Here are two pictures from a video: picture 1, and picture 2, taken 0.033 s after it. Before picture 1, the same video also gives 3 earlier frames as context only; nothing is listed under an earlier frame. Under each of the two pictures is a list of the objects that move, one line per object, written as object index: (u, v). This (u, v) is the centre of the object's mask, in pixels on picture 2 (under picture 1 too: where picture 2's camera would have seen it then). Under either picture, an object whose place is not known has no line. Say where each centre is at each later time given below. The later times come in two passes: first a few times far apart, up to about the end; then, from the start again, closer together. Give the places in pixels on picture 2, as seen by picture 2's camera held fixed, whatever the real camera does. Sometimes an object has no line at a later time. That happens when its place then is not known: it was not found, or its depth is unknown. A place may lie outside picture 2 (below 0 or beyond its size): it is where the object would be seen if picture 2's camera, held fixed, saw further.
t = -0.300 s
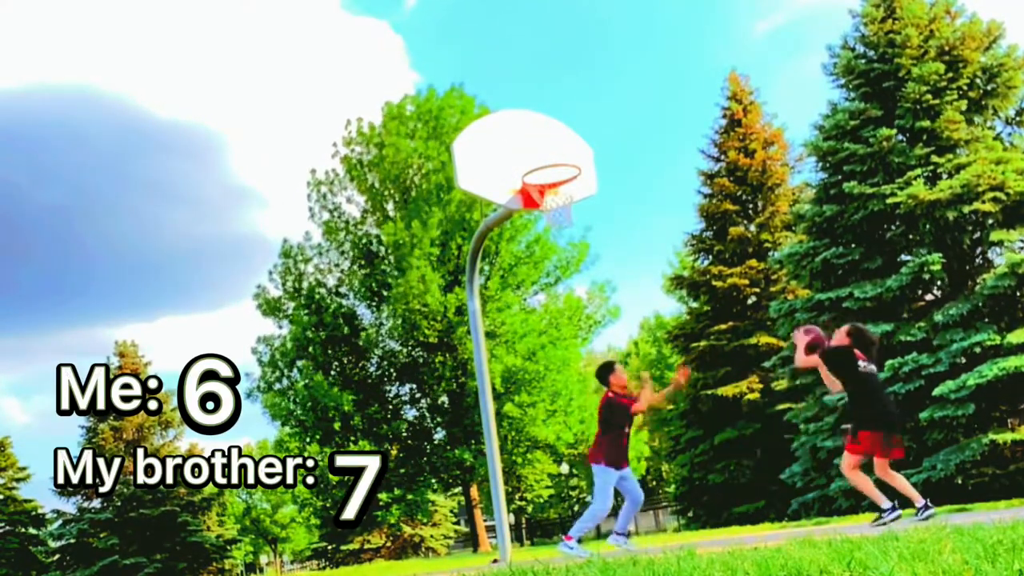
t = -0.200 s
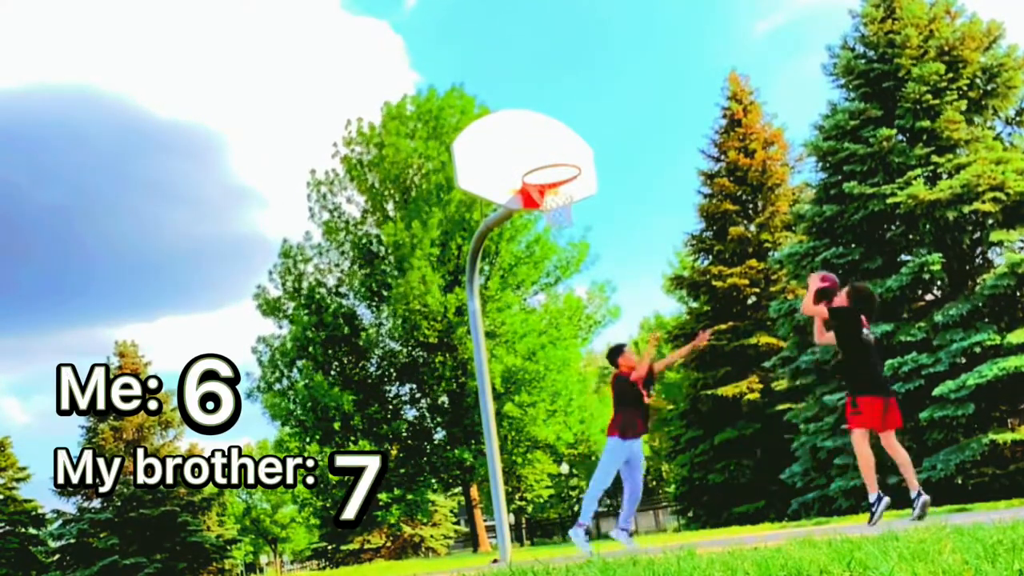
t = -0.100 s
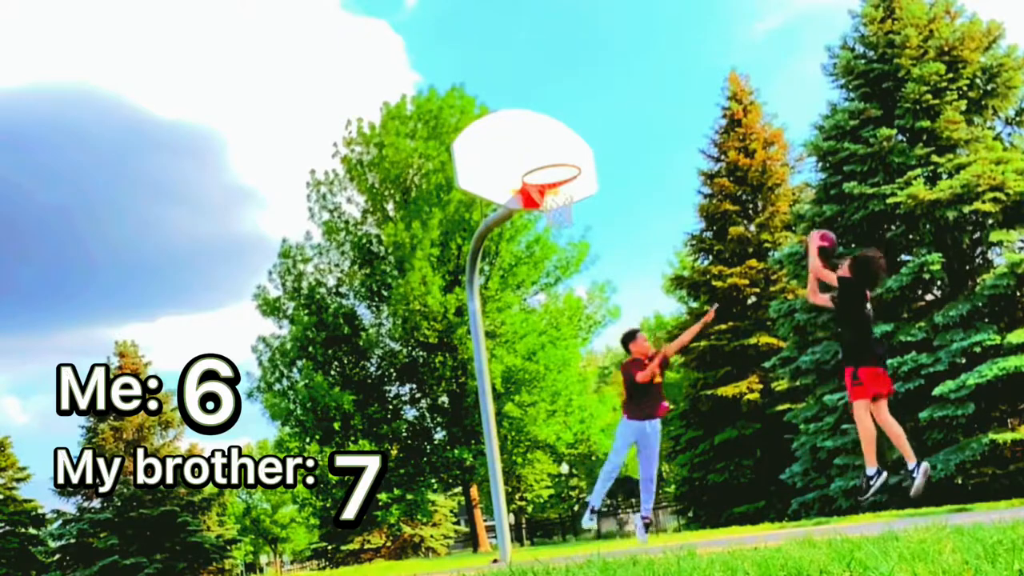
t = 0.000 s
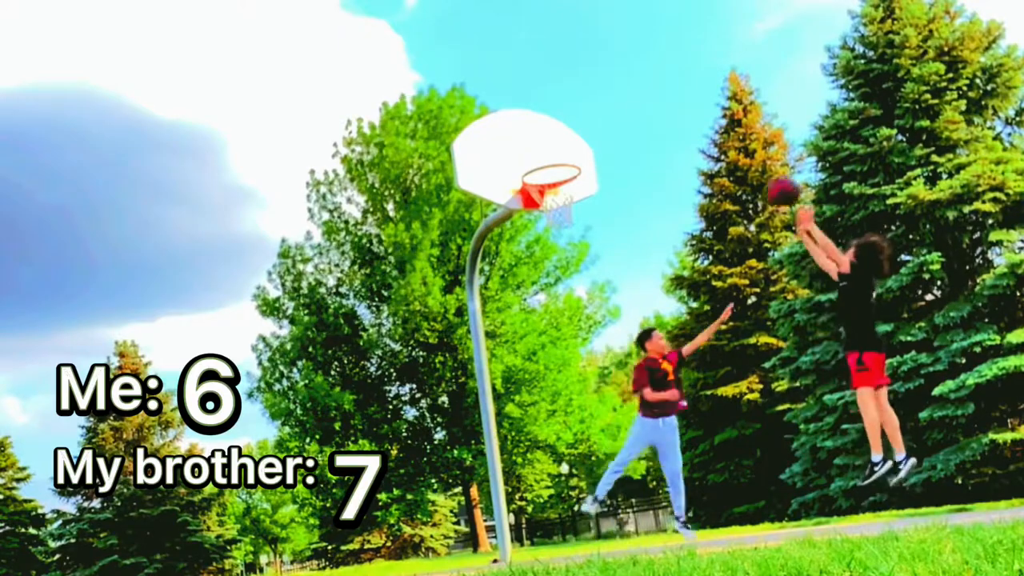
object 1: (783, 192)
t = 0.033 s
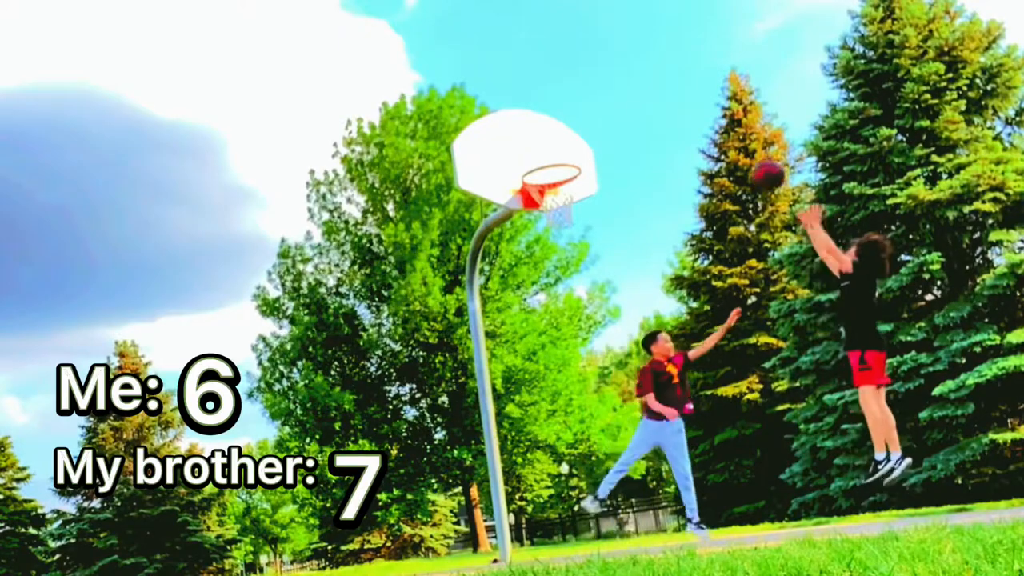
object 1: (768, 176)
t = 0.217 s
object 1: (699, 114)
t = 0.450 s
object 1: (627, 100)
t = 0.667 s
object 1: (574, 140)
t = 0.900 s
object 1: (536, 207)
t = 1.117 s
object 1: (547, 216)
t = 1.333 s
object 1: (572, 229)
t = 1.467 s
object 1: (588, 253)
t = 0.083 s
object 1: (748, 155)
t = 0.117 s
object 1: (735, 141)
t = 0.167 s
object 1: (716, 126)
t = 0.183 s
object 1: (710, 122)
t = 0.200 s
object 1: (704, 118)
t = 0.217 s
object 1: (699, 114)
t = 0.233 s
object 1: (693, 111)
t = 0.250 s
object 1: (687, 108)
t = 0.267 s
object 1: (682, 106)
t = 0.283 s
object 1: (676, 104)
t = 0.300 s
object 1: (671, 102)
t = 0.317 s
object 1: (666, 100)
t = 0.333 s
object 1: (660, 99)
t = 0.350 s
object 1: (655, 98)
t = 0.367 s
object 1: (650, 98)
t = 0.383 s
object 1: (646, 98)
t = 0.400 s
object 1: (640, 97)
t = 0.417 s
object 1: (636, 98)
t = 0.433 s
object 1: (631, 98)
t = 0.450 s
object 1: (627, 100)
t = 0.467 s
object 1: (622, 101)
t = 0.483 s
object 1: (617, 102)
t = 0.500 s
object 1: (613, 104)
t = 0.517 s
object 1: (609, 107)
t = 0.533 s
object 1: (605, 109)
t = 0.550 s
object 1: (600, 112)
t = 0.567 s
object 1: (596, 116)
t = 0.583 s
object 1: (593, 119)
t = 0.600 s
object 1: (588, 122)
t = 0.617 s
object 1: (585, 126)
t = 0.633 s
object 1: (581, 131)
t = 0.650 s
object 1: (577, 135)
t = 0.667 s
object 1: (574, 140)
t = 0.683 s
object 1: (570, 145)
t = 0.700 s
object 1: (566, 151)
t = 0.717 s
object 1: (563, 157)
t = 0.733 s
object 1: (559, 163)
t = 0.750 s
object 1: (557, 171)
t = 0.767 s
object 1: (554, 176)
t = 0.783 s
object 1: (551, 182)
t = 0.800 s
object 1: (549, 190)
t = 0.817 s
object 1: (545, 197)
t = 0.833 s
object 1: (541, 202)
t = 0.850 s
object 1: (538, 201)
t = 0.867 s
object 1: (537, 205)
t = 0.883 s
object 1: (536, 207)
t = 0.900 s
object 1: (536, 207)
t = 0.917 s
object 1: (536, 206)
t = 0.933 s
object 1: (535, 207)
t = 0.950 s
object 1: (536, 206)
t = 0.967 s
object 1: (536, 207)
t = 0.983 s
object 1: (536, 207)
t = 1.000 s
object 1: (536, 207)
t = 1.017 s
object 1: (536, 207)
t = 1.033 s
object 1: (538, 207)
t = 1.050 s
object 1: (538, 208)
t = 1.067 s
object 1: (539, 208)
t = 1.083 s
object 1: (540, 209)
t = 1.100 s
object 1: (543, 212)
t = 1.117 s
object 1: (547, 216)
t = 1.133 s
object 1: (549, 217)
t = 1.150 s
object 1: (550, 218)
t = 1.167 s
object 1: (553, 219)
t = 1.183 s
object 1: (555, 220)
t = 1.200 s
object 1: (557, 221)
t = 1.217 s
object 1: (560, 222)
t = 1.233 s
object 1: (562, 223)
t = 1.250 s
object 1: (564, 222)
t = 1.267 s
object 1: (565, 223)
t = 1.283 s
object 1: (567, 225)
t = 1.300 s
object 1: (568, 226)
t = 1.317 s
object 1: (571, 228)
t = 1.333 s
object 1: (572, 229)
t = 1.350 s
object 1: (574, 230)
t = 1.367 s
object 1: (576, 233)
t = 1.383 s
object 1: (578, 236)
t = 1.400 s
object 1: (580, 239)
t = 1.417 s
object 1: (582, 242)
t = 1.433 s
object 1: (584, 245)
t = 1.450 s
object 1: (586, 249)
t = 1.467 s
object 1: (588, 253)
